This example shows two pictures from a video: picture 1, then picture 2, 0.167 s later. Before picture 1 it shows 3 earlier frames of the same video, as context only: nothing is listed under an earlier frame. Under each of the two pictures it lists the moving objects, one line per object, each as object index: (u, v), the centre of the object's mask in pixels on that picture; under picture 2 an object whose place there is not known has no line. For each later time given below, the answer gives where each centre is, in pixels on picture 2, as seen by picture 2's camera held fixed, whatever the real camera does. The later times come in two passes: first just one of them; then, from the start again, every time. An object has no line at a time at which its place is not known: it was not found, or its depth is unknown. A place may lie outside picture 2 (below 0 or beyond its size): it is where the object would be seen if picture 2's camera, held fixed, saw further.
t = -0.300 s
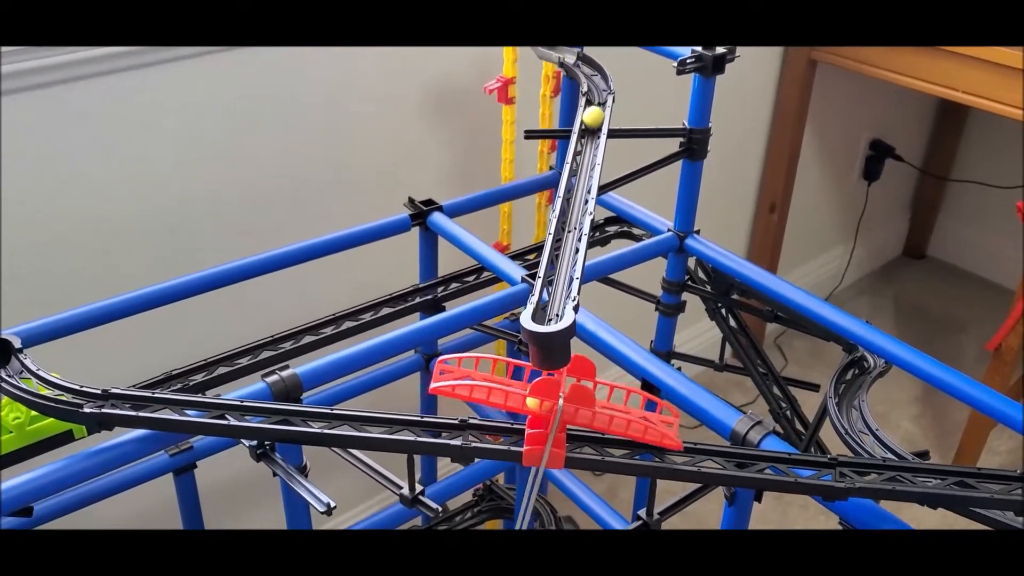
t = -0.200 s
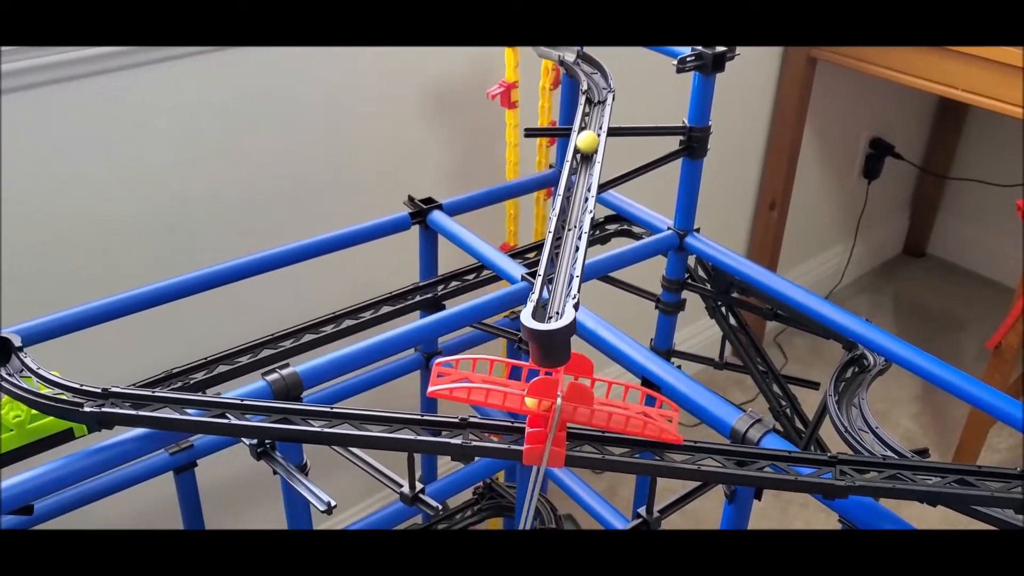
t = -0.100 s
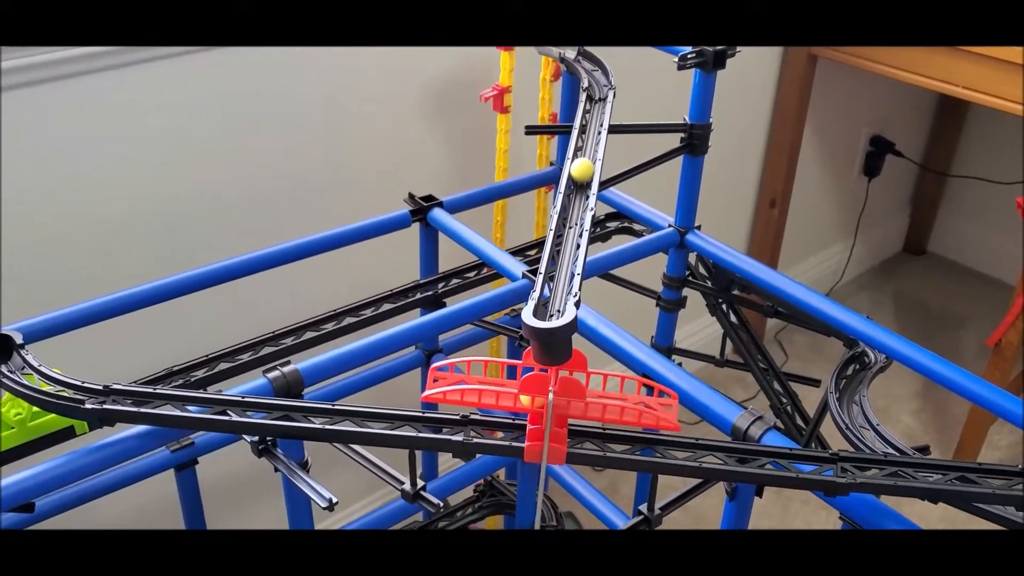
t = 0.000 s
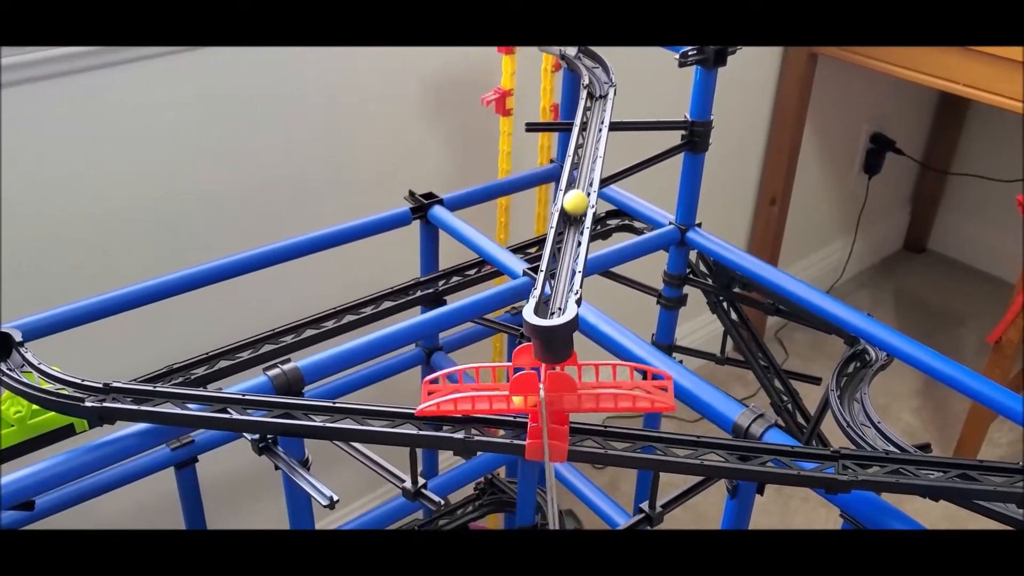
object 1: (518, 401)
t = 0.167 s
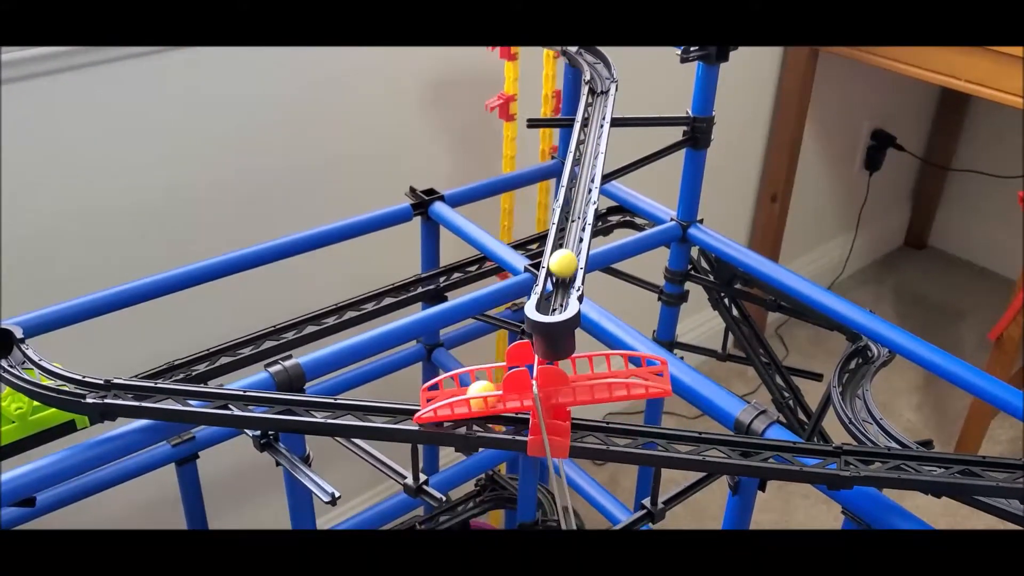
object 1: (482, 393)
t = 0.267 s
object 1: (423, 399)
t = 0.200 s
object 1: (465, 396)
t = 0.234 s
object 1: (446, 398)
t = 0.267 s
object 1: (423, 399)
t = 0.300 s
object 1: (401, 408)
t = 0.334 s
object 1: (381, 413)
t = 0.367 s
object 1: (359, 411)
